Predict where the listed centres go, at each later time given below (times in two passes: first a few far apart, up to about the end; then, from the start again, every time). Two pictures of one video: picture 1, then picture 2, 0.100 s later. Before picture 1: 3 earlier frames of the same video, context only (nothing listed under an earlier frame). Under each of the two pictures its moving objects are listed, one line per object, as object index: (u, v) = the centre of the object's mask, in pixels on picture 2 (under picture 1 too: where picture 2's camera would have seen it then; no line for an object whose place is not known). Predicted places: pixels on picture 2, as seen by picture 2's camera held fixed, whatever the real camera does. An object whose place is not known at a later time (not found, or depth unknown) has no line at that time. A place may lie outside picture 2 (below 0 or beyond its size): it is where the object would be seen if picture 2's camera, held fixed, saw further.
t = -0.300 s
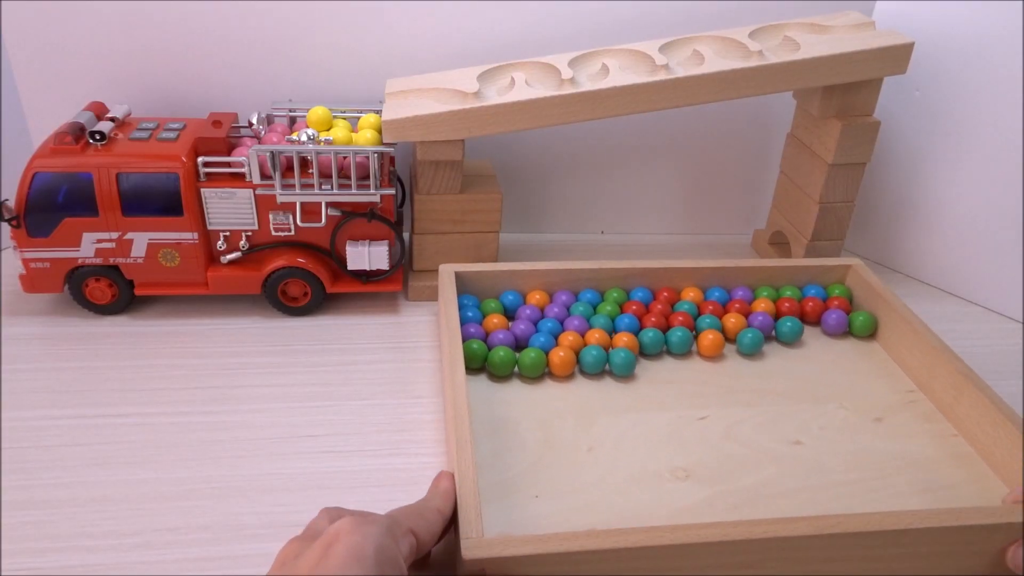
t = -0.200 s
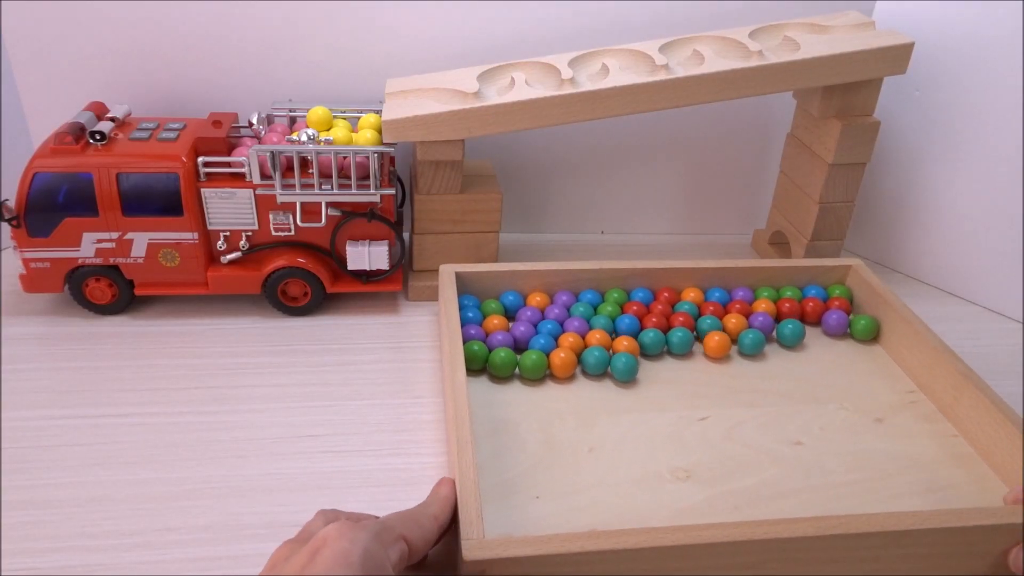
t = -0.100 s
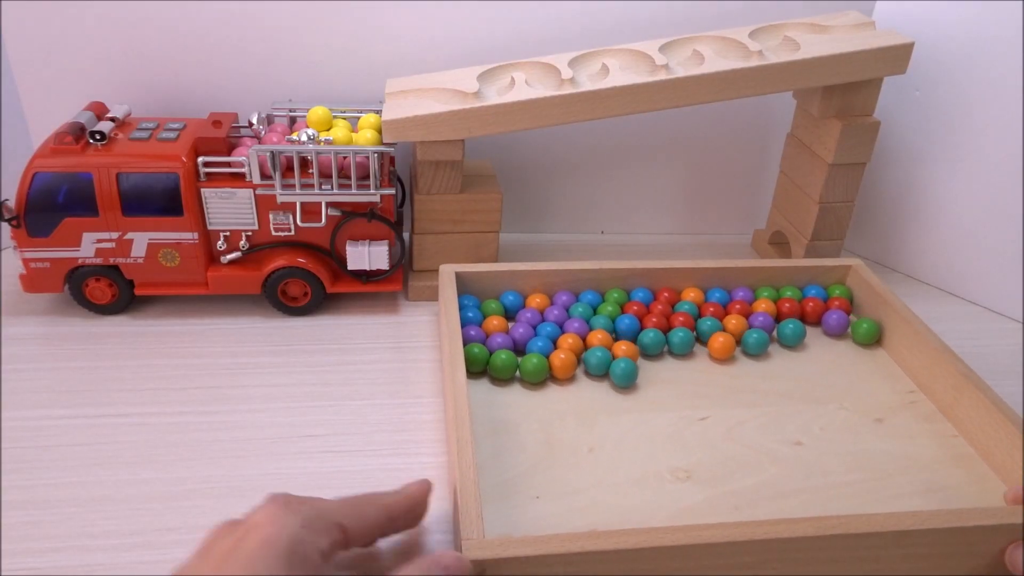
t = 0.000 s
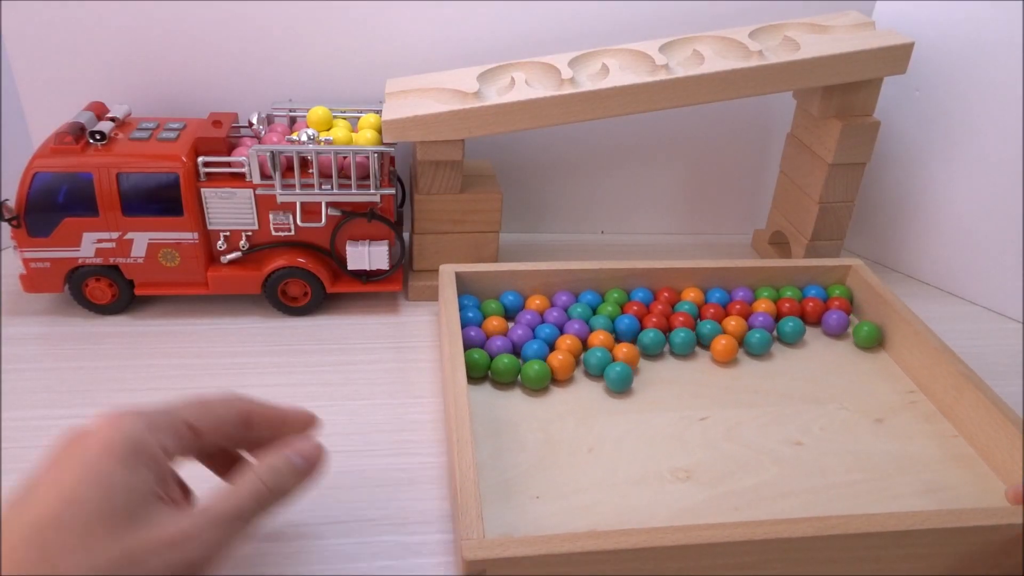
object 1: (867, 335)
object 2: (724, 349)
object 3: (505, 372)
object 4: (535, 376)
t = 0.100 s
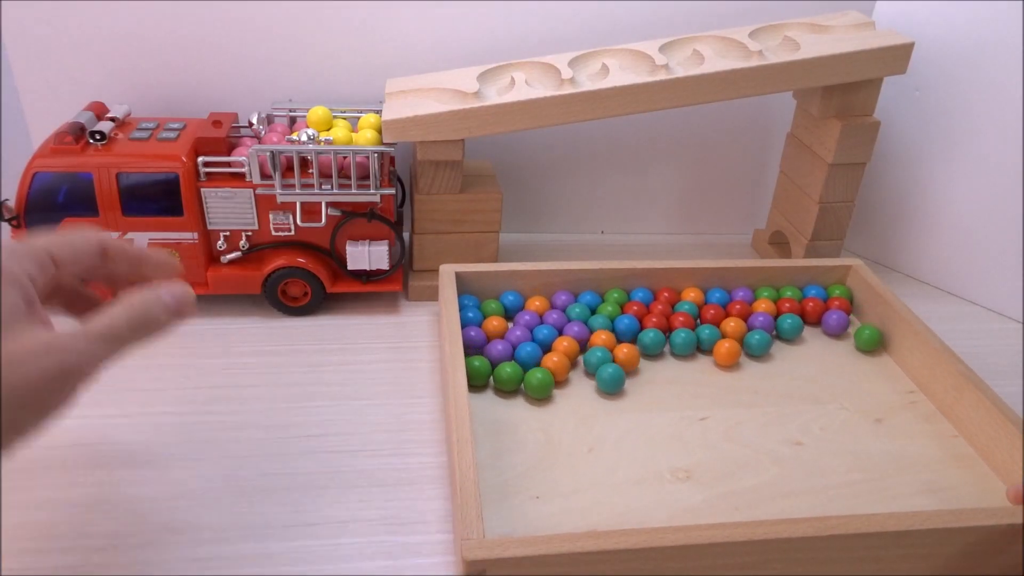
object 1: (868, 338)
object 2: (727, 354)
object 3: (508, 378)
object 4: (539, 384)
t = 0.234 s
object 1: (869, 344)
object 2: (737, 357)
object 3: (510, 388)
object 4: (542, 392)
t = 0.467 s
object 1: (872, 357)
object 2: (750, 371)
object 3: (513, 396)
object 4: (543, 408)
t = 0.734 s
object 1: (883, 377)
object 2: (757, 372)
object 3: (522, 419)
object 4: (547, 439)
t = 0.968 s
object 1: (900, 395)
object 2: (744, 362)
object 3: (506, 435)
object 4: (553, 467)
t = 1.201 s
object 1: (914, 418)
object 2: (742, 357)
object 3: (495, 459)
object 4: (537, 490)
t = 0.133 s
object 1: (868, 340)
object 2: (729, 354)
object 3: (508, 381)
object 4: (540, 386)
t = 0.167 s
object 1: (868, 341)
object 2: (731, 355)
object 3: (509, 384)
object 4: (540, 388)
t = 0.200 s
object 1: (869, 342)
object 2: (734, 356)
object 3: (509, 386)
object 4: (541, 390)
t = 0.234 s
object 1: (869, 344)
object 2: (737, 357)
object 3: (510, 388)
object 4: (542, 392)
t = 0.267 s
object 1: (870, 345)
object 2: (739, 359)
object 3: (510, 390)
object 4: (543, 393)
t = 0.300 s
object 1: (870, 347)
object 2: (741, 361)
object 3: (511, 392)
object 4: (544, 395)
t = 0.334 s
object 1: (870, 349)
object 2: (742, 363)
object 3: (511, 393)
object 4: (544, 397)
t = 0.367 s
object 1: (871, 351)
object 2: (744, 363)
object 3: (511, 394)
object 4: (544, 399)
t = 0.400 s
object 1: (871, 353)
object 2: (746, 367)
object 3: (511, 395)
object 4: (544, 402)
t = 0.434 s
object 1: (871, 355)
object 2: (748, 369)
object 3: (512, 396)
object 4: (543, 405)
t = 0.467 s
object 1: (872, 357)
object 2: (750, 371)
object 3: (513, 396)
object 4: (543, 408)
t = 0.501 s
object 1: (872, 359)
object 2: (752, 372)
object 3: (514, 397)
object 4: (542, 411)
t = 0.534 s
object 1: (873, 362)
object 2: (753, 373)
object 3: (515, 399)
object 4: (542, 415)
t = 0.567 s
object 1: (874, 364)
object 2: (755, 374)
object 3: (516, 401)
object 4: (541, 419)
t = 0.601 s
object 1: (875, 366)
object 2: (756, 375)
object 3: (518, 403)
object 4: (542, 423)
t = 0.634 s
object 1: (876, 368)
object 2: (757, 375)
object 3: (520, 407)
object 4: (543, 427)
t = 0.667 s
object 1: (878, 371)
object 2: (757, 374)
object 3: (522, 410)
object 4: (544, 431)
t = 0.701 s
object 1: (881, 374)
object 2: (757, 374)
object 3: (522, 414)
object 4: (545, 435)
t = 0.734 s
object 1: (883, 377)
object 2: (757, 372)
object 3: (522, 419)
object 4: (547, 439)
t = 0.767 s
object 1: (886, 380)
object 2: (755, 371)
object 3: (521, 422)
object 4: (549, 443)
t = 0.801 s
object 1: (888, 383)
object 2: (754, 370)
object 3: (519, 425)
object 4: (551, 448)
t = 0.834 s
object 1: (891, 385)
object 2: (752, 368)
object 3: (517, 428)
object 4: (552, 452)
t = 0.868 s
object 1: (893, 388)
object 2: (750, 366)
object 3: (514, 430)
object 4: (553, 456)
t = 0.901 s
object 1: (896, 390)
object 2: (748, 365)
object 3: (511, 432)
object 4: (554, 460)
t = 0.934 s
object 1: (898, 393)
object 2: (746, 363)
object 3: (508, 433)
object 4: (554, 463)
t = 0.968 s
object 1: (900, 395)
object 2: (744, 362)
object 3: (506, 435)
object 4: (553, 467)
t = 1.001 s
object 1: (902, 398)
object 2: (742, 361)
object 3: (503, 437)
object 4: (552, 470)
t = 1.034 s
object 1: (904, 401)
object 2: (741, 360)
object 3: (500, 440)
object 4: (550, 474)
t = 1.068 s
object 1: (906, 404)
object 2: (741, 359)
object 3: (498, 444)
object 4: (547, 479)
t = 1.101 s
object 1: (909, 408)
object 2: (741, 358)
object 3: (496, 447)
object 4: (544, 482)
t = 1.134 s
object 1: (911, 411)
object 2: (741, 358)
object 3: (494, 451)
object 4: (541, 485)
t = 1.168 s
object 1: (913, 414)
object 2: (742, 357)
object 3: (494, 455)
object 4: (539, 488)
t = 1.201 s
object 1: (914, 418)
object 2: (742, 357)
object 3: (495, 459)
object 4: (537, 490)
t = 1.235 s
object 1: (916, 421)
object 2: (742, 358)
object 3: (496, 462)
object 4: (535, 494)
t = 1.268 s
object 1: (918, 424)
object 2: (742, 358)
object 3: (499, 465)
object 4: (535, 497)
